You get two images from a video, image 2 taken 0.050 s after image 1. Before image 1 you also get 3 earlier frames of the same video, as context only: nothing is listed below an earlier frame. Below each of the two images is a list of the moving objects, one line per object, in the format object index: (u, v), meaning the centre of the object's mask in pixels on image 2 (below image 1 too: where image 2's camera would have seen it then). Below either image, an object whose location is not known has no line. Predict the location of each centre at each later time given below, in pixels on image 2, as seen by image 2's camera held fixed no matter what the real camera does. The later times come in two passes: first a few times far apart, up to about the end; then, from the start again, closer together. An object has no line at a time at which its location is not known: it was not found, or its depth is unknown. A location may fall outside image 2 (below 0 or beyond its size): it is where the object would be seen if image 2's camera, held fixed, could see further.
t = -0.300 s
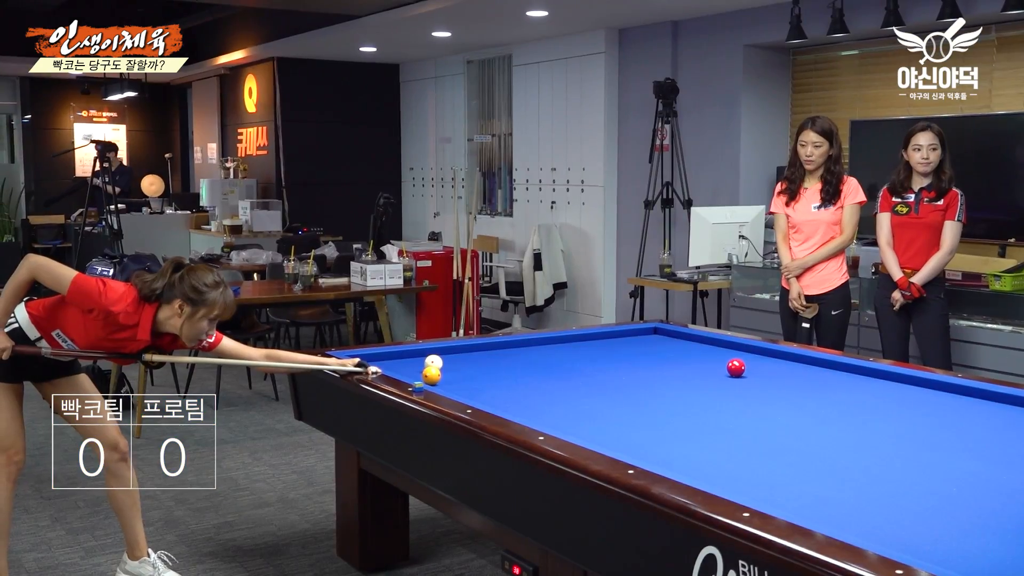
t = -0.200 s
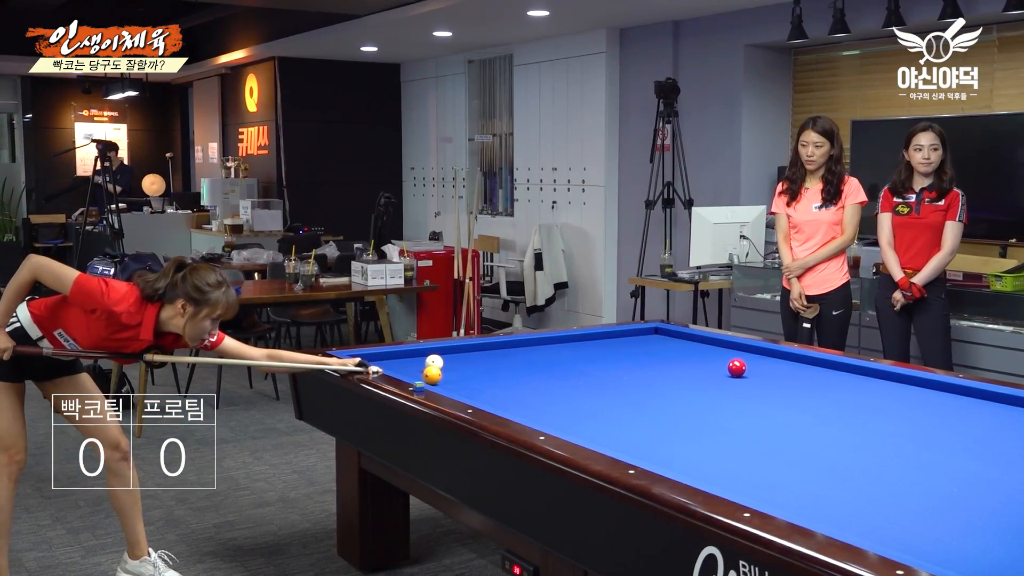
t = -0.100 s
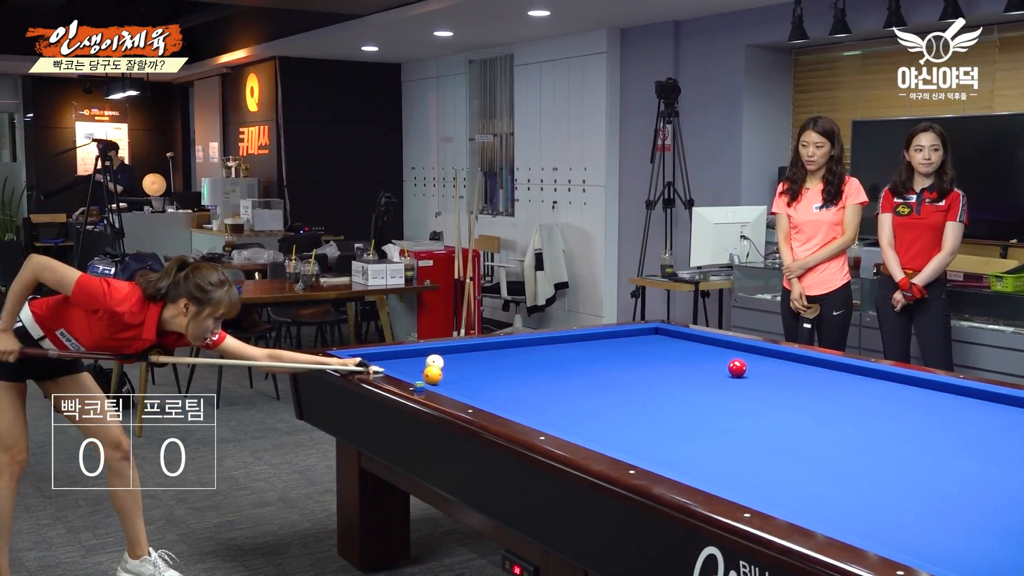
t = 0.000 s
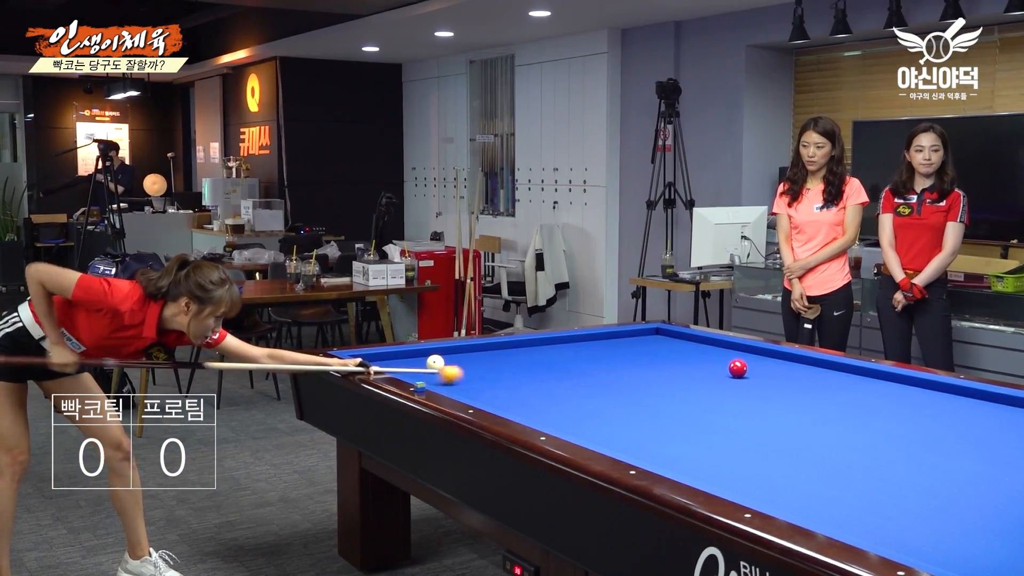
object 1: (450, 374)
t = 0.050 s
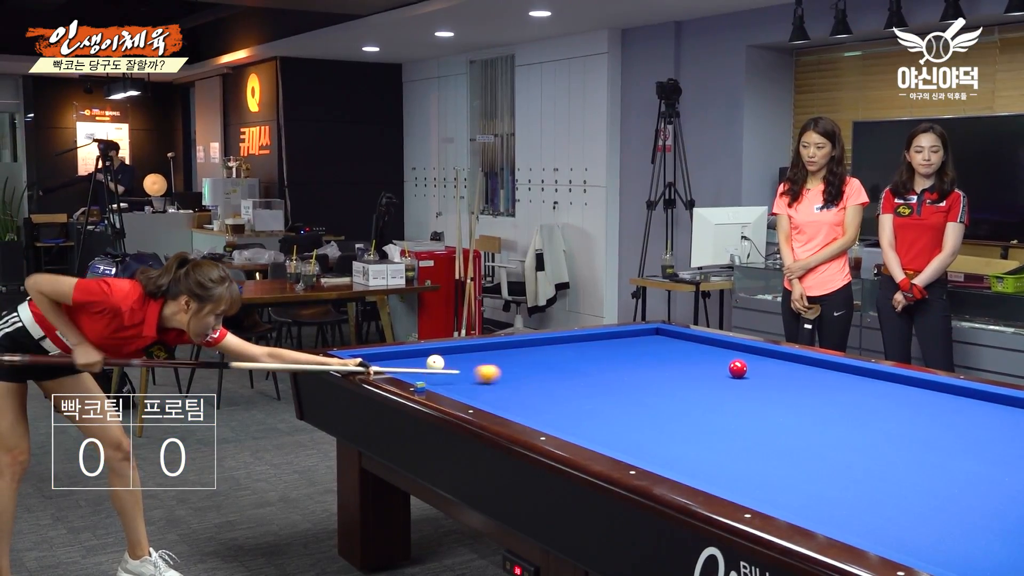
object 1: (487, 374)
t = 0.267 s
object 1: (635, 369)
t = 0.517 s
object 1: (728, 360)
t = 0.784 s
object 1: (747, 350)
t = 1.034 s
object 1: (683, 352)
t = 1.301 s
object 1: (626, 353)
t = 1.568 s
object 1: (568, 353)
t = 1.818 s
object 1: (513, 352)
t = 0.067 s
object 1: (499, 373)
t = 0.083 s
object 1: (511, 373)
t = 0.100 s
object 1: (523, 373)
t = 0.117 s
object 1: (534, 372)
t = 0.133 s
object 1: (546, 372)
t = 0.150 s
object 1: (557, 372)
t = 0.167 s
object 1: (569, 371)
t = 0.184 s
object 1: (580, 371)
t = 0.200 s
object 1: (591, 371)
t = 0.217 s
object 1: (602, 370)
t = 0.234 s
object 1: (613, 370)
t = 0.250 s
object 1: (624, 370)
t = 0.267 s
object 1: (635, 369)
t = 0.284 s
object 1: (646, 369)
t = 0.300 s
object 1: (656, 369)
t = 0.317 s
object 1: (667, 368)
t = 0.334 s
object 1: (678, 368)
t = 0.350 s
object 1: (688, 368)
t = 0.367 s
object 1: (698, 367)
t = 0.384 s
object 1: (709, 367)
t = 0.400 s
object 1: (717, 367)
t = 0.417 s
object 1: (718, 366)
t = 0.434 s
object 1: (719, 365)
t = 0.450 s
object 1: (721, 364)
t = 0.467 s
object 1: (722, 363)
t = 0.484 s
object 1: (725, 362)
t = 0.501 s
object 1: (727, 361)
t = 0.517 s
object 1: (728, 360)
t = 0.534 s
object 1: (731, 359)
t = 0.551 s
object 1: (733, 358)
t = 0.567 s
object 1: (735, 357)
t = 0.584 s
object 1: (737, 357)
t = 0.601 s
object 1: (740, 356)
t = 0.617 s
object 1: (743, 355)
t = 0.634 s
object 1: (746, 354)
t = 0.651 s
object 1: (748, 354)
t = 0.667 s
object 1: (752, 353)
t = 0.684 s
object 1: (755, 352)
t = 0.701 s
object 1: (758, 351)
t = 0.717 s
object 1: (761, 351)
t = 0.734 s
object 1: (762, 350)
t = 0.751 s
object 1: (757, 350)
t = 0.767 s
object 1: (752, 350)
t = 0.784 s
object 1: (747, 350)
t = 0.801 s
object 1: (742, 350)
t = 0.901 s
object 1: (715, 351)
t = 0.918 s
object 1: (711, 352)
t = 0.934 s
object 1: (706, 352)
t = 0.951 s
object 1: (703, 352)
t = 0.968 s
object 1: (699, 352)
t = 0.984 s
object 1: (695, 352)
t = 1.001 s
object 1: (691, 352)
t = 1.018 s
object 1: (687, 352)
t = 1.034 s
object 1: (683, 352)
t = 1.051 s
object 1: (680, 352)
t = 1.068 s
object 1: (676, 352)
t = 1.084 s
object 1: (672, 352)
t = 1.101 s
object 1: (668, 352)
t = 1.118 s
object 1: (665, 352)
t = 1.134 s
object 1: (662, 353)
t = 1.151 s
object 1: (658, 353)
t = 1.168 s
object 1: (655, 353)
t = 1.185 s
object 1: (651, 353)
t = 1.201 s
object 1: (648, 353)
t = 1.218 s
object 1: (644, 353)
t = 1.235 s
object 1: (641, 353)
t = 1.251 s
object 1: (637, 353)
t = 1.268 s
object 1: (633, 353)
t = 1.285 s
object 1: (630, 353)
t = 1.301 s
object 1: (626, 353)
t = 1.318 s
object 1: (623, 352)
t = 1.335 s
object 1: (619, 352)
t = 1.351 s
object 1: (615, 352)
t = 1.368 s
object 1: (612, 352)
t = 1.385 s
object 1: (608, 352)
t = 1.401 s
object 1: (605, 352)
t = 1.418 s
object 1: (601, 353)
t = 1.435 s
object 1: (597, 353)
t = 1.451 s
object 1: (594, 353)
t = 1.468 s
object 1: (590, 352)
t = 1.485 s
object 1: (586, 353)
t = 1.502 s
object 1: (583, 353)
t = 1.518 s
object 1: (579, 353)
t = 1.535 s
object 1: (575, 353)
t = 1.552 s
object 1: (572, 353)
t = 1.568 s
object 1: (568, 353)
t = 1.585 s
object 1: (564, 353)
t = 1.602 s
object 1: (560, 353)
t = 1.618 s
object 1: (557, 353)
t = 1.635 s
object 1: (553, 352)
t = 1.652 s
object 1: (550, 352)
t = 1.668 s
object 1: (546, 352)
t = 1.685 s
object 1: (542, 353)
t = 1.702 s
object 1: (539, 352)
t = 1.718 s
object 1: (535, 352)
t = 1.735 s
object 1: (531, 352)
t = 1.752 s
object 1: (527, 352)
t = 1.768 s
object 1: (524, 352)
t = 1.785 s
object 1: (520, 352)
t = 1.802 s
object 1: (517, 352)
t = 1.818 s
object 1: (513, 352)
